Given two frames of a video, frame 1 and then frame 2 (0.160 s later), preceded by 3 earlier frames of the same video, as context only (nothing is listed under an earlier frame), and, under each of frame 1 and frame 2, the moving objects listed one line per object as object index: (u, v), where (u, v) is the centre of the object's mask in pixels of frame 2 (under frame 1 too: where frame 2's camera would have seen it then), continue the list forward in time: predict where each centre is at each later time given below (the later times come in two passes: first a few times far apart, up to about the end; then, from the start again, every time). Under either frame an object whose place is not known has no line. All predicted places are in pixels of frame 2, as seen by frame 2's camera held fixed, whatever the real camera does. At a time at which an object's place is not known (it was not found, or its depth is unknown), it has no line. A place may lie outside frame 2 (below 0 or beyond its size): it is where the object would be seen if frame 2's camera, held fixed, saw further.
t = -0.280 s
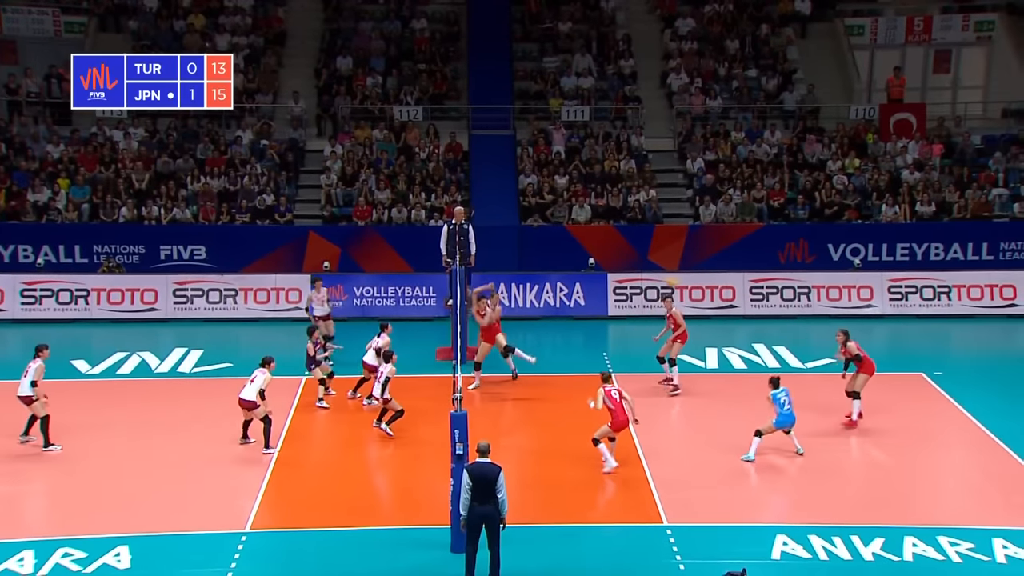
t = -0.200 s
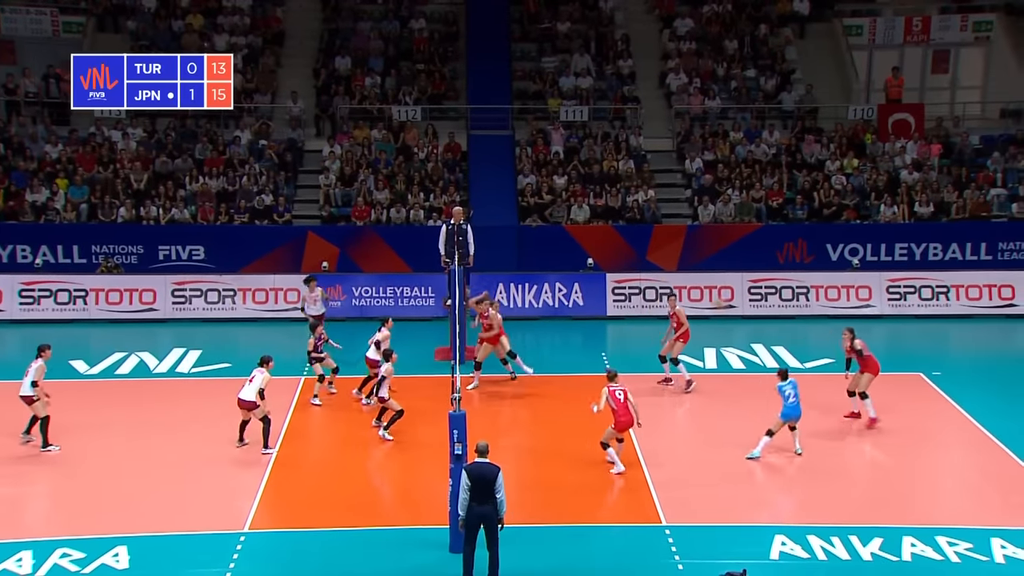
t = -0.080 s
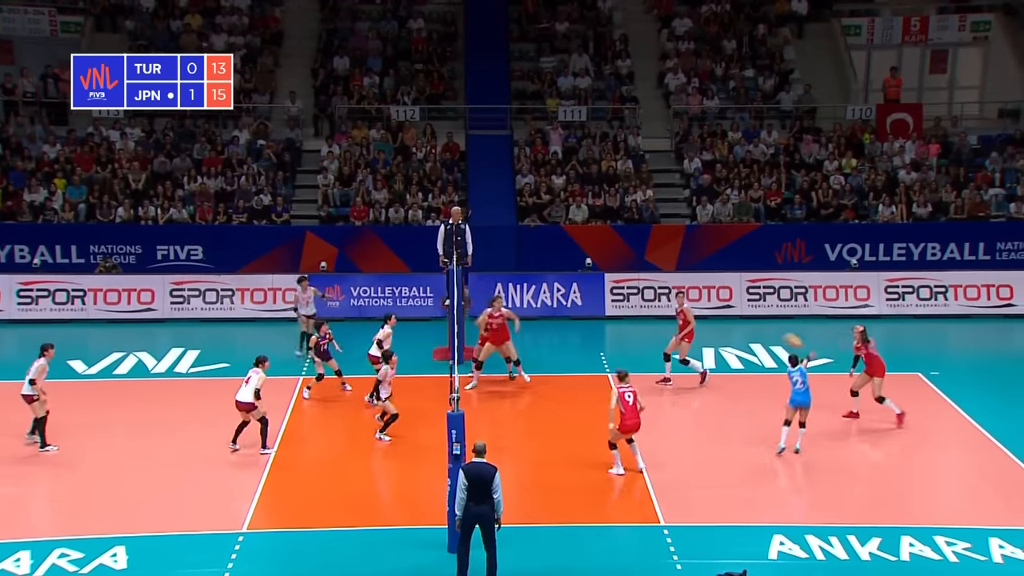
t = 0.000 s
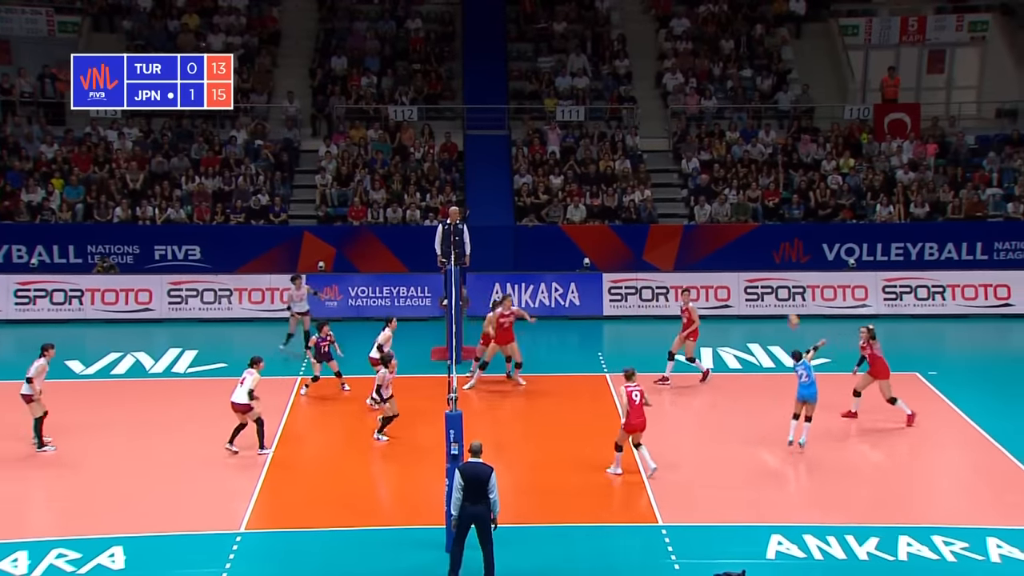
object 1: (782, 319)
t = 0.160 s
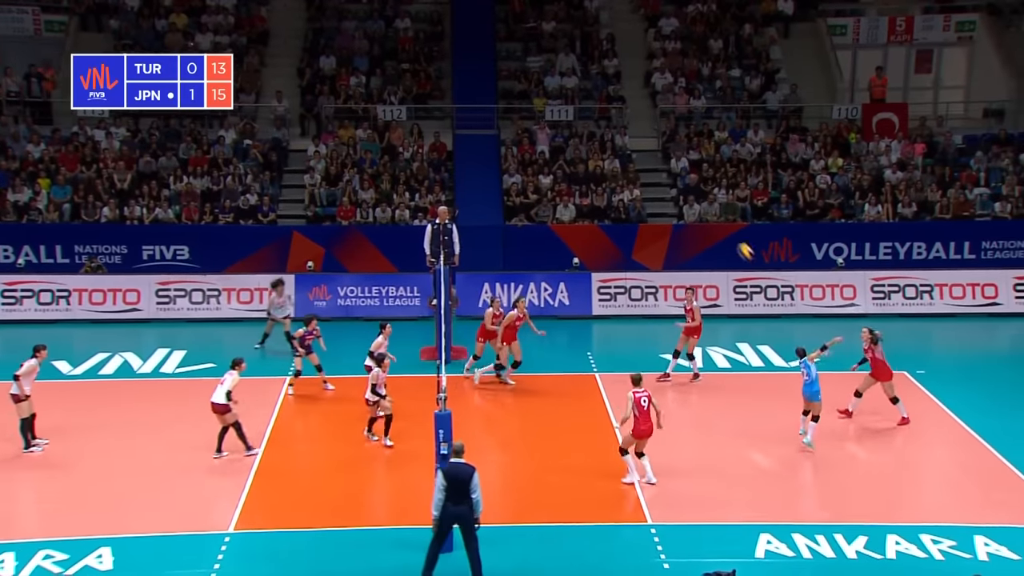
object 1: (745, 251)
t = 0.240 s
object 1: (727, 224)
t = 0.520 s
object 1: (667, 159)
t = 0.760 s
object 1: (618, 141)
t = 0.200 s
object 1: (737, 238)
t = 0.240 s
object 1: (727, 224)
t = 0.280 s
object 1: (719, 212)
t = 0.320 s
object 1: (710, 198)
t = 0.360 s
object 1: (701, 189)
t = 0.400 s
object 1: (692, 180)
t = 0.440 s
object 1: (683, 171)
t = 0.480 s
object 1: (675, 165)
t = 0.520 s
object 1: (667, 159)
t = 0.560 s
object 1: (658, 154)
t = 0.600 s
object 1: (650, 149)
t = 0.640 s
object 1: (642, 145)
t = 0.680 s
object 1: (634, 142)
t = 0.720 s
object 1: (626, 141)
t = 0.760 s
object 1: (618, 141)
